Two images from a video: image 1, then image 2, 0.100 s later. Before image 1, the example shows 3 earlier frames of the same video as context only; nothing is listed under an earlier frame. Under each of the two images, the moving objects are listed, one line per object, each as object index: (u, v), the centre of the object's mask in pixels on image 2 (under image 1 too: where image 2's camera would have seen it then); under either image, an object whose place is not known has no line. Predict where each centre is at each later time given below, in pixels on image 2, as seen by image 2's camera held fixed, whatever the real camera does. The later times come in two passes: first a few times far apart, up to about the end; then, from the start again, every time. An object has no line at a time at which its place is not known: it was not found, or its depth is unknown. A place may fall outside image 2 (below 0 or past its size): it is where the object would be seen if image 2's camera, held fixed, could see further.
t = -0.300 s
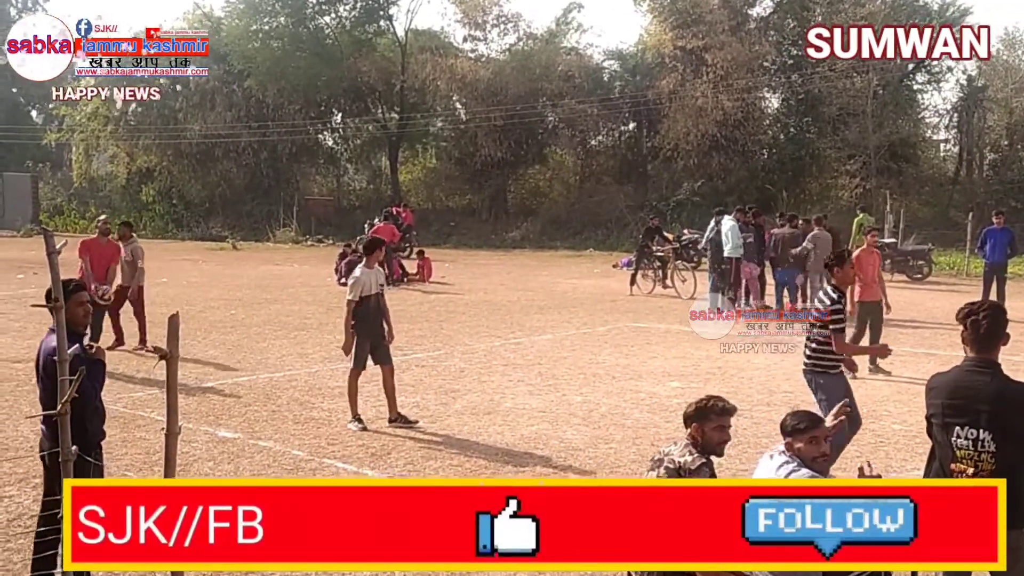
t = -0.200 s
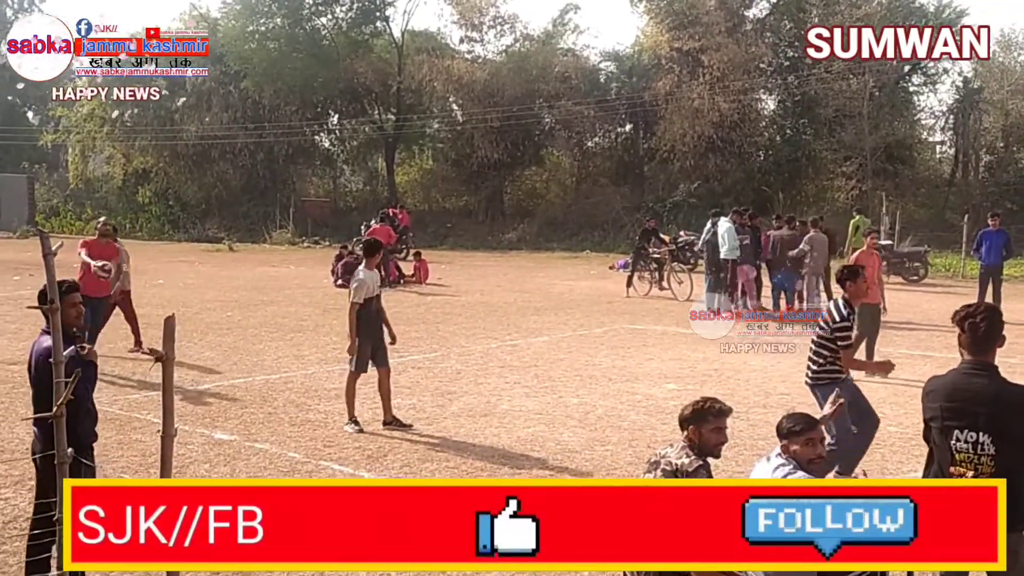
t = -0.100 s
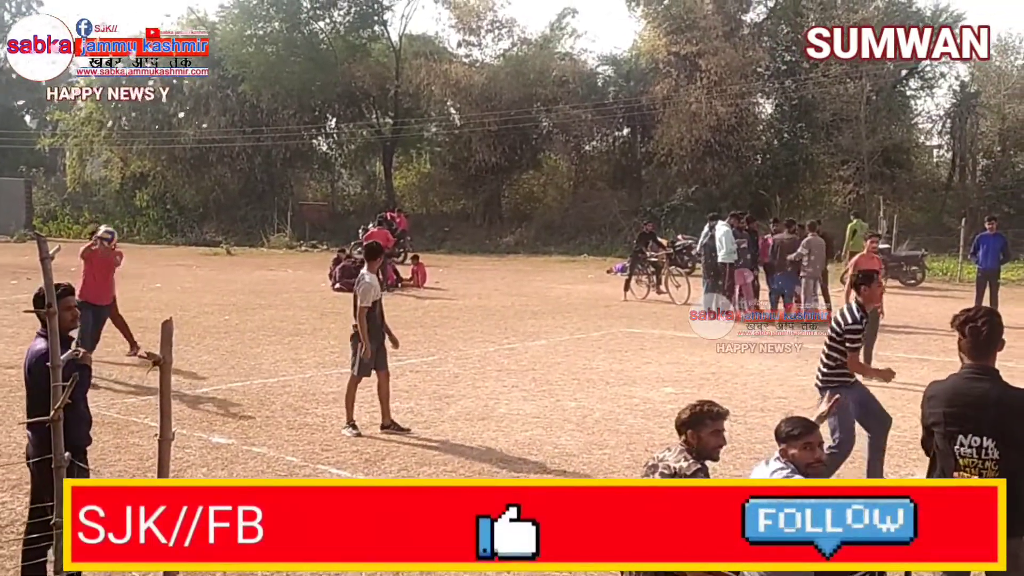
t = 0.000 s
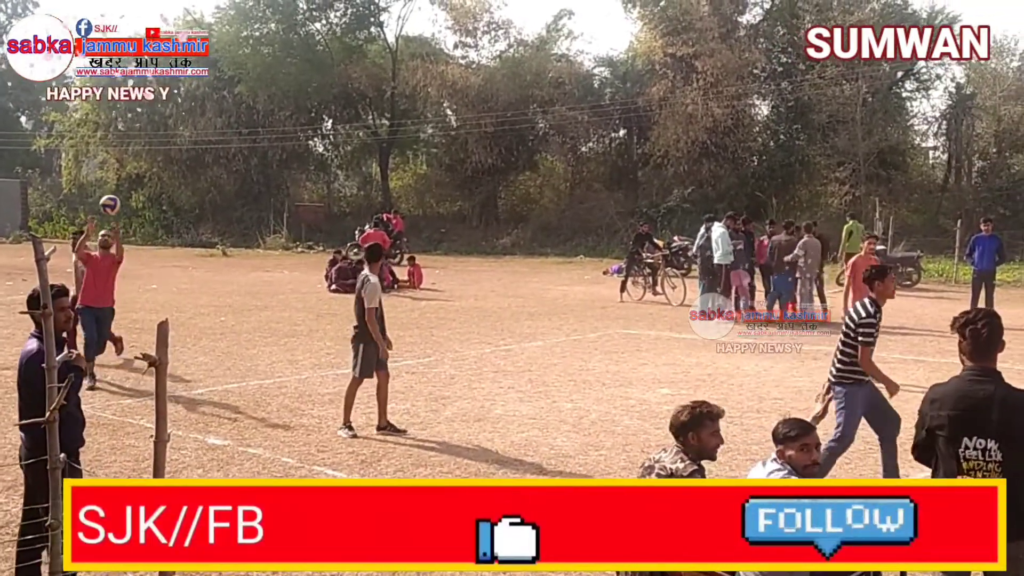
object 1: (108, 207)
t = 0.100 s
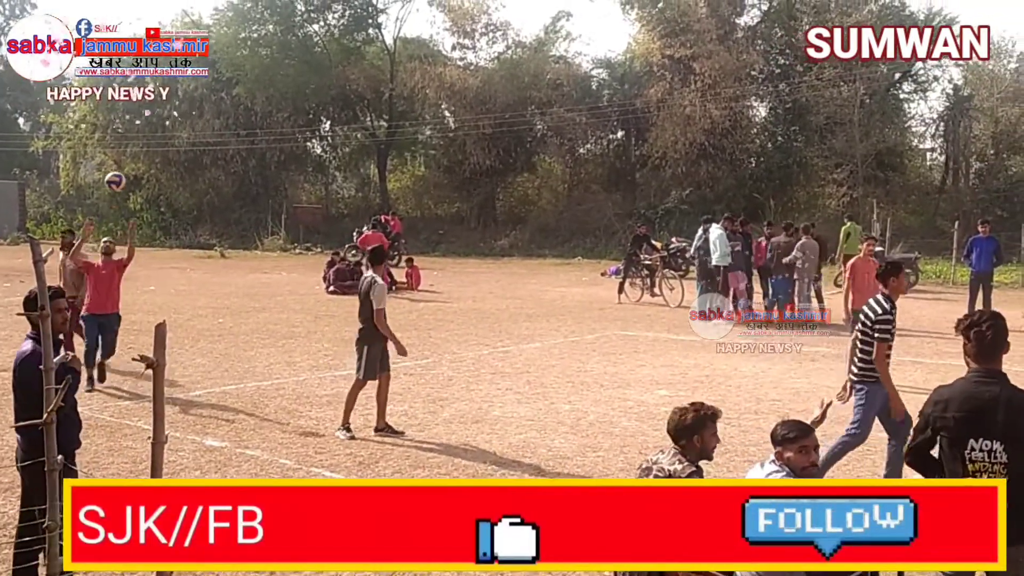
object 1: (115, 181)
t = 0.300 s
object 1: (129, 159)
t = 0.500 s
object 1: (143, 177)
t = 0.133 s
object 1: (117, 174)
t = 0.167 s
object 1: (120, 170)
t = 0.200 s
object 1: (123, 166)
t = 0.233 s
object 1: (125, 163)
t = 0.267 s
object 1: (127, 161)
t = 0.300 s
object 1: (129, 159)
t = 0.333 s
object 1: (132, 159)
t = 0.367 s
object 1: (135, 161)
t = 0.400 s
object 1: (136, 162)
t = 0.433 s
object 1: (139, 167)
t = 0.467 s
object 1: (139, 170)
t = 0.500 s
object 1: (143, 177)
